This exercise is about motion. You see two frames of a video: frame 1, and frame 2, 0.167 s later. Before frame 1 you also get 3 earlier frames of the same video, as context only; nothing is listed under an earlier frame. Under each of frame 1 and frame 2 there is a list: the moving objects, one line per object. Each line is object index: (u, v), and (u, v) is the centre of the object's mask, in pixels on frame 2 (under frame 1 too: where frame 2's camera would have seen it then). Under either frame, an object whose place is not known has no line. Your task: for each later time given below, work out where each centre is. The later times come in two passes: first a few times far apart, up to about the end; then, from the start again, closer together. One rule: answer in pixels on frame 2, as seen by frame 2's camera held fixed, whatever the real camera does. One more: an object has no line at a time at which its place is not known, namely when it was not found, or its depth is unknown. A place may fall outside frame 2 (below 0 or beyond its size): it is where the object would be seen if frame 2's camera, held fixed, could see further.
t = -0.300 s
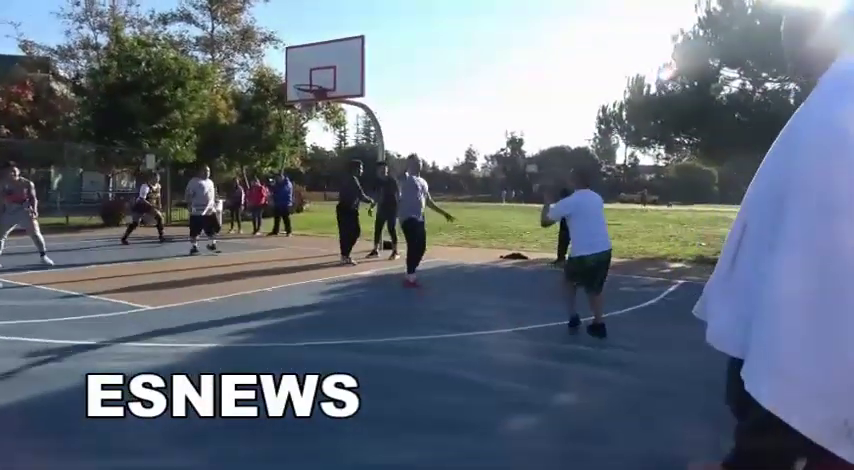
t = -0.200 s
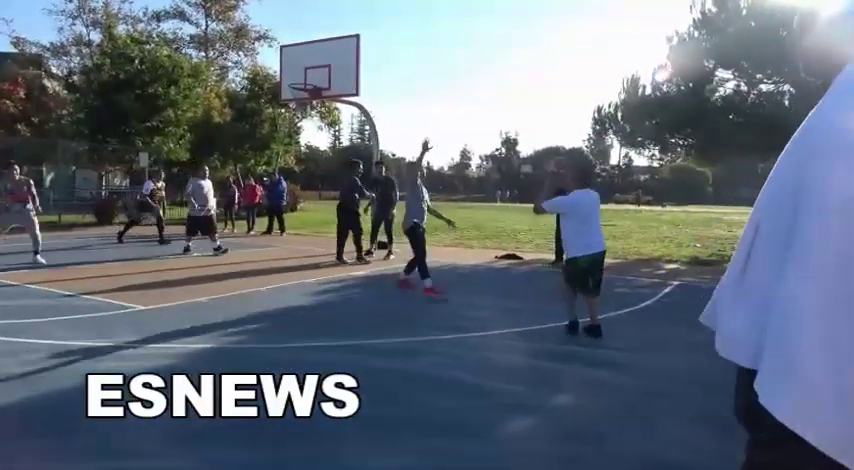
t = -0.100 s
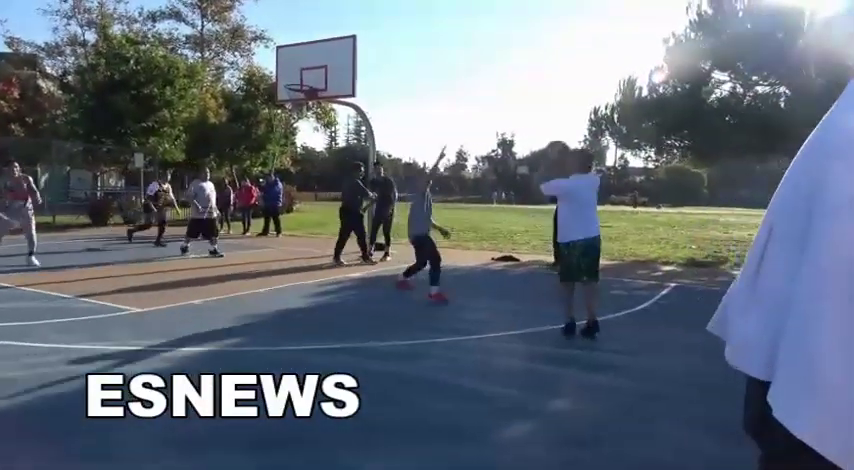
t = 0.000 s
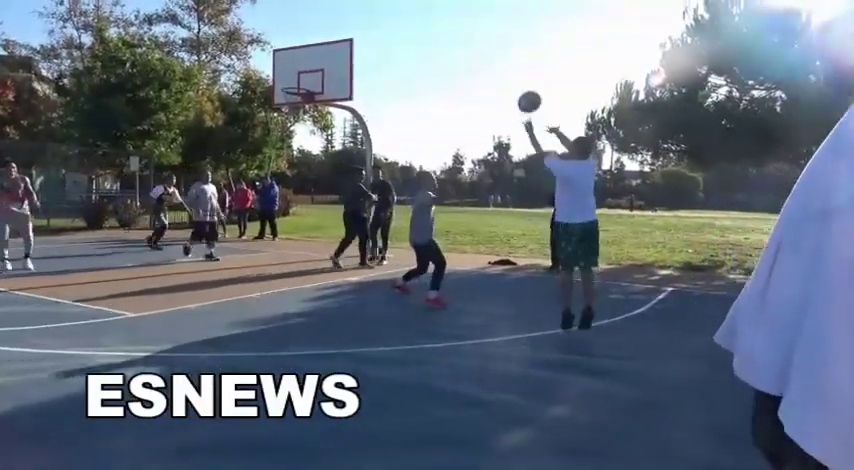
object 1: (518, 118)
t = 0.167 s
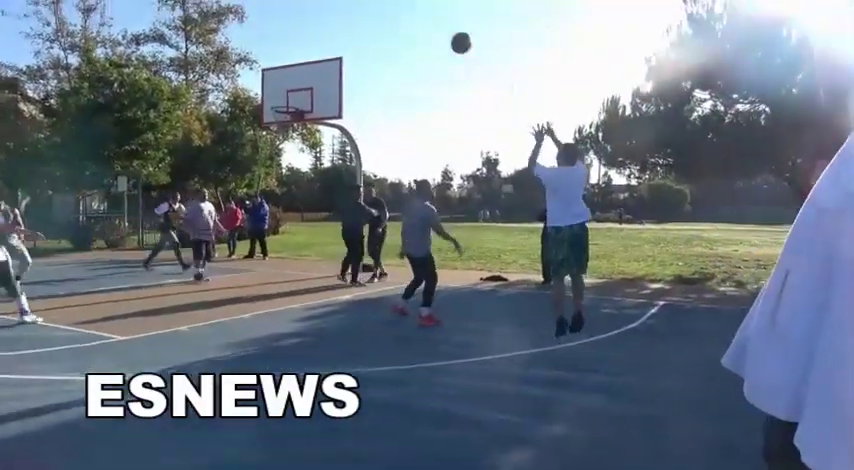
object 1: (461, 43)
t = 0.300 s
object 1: (423, 9)
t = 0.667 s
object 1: (344, 1)
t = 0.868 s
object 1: (313, 33)
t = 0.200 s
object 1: (451, 32)
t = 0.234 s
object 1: (441, 24)
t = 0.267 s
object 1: (432, 16)
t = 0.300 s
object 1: (423, 9)
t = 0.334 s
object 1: (415, 4)
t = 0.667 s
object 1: (344, 1)
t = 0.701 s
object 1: (339, 5)
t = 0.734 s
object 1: (334, 9)
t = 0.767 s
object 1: (328, 14)
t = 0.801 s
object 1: (322, 20)
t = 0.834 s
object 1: (317, 26)
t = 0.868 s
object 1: (313, 33)
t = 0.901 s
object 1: (307, 40)
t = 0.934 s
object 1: (303, 47)
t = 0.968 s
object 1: (299, 55)
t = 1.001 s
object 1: (294, 63)
